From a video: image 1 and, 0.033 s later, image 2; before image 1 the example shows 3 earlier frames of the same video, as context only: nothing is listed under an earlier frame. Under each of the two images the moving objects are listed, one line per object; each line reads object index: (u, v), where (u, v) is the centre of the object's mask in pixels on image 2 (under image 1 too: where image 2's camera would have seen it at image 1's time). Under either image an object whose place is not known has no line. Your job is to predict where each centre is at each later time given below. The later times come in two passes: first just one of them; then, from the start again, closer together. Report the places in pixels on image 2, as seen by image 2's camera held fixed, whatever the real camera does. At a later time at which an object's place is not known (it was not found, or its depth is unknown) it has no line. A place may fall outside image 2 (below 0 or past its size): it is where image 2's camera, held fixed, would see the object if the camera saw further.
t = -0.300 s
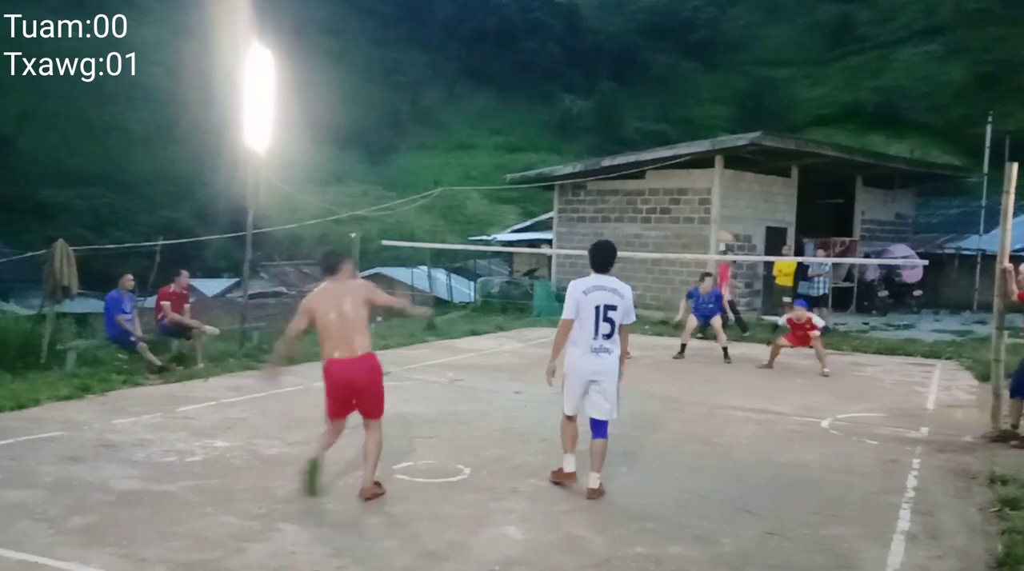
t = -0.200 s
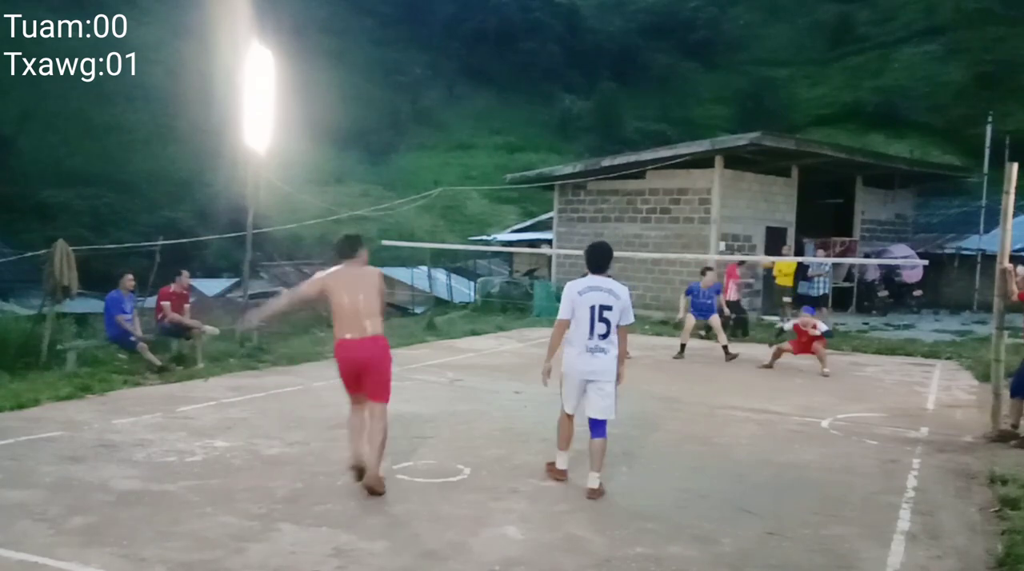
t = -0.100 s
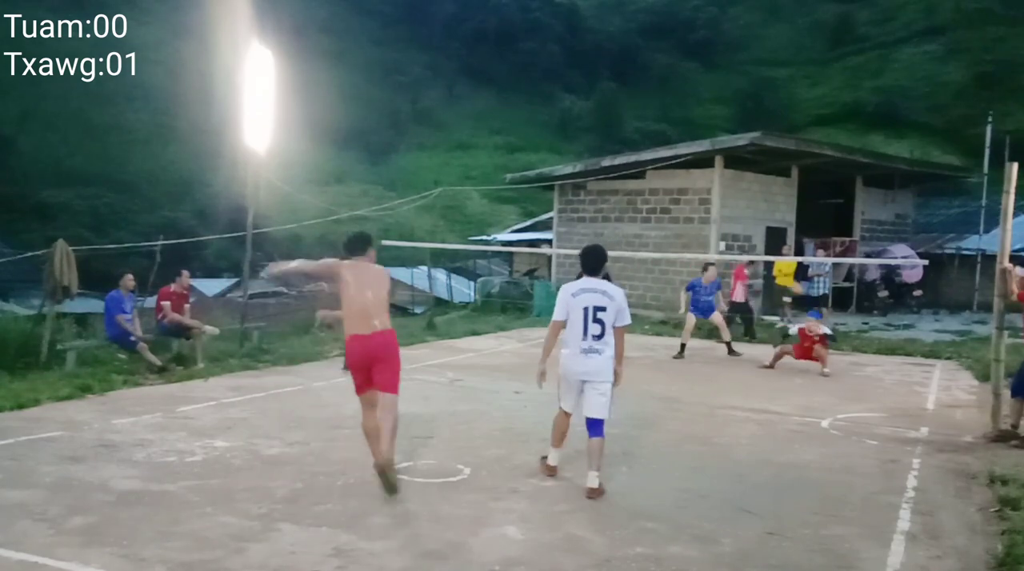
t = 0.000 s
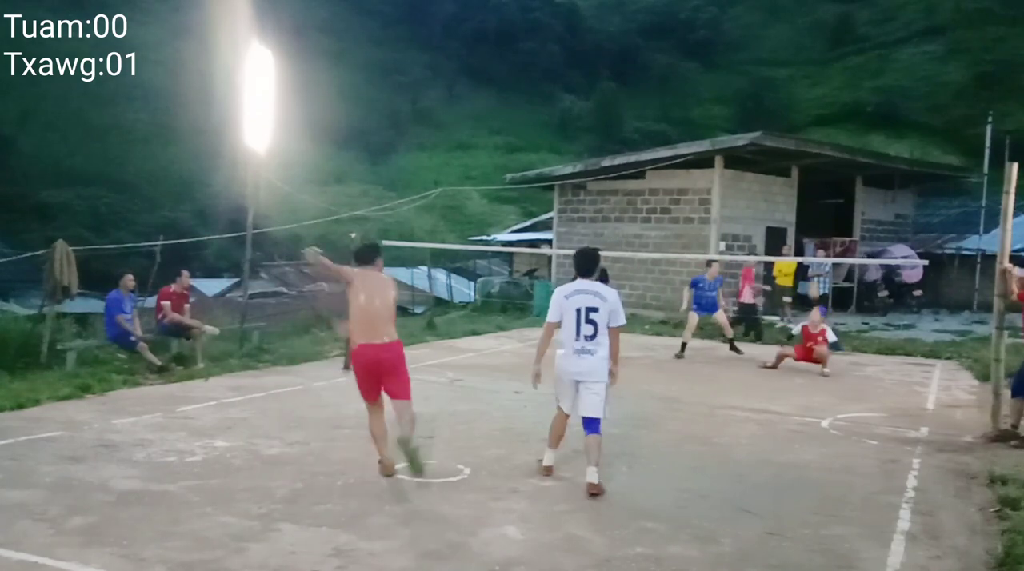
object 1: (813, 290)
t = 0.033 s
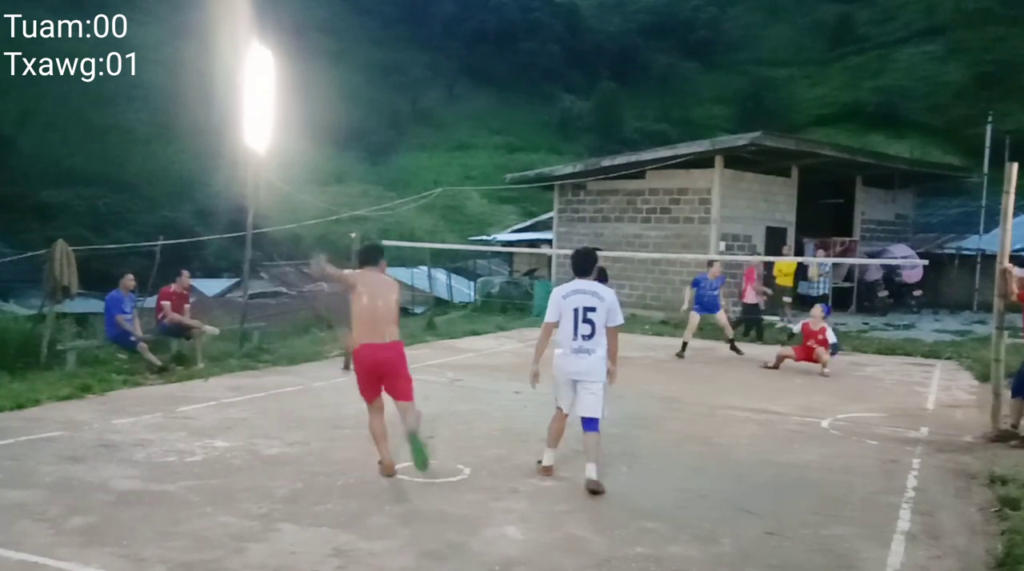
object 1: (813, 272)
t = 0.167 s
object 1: (810, 206)
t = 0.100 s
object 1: (811, 235)
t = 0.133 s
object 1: (810, 221)
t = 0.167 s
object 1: (810, 206)
